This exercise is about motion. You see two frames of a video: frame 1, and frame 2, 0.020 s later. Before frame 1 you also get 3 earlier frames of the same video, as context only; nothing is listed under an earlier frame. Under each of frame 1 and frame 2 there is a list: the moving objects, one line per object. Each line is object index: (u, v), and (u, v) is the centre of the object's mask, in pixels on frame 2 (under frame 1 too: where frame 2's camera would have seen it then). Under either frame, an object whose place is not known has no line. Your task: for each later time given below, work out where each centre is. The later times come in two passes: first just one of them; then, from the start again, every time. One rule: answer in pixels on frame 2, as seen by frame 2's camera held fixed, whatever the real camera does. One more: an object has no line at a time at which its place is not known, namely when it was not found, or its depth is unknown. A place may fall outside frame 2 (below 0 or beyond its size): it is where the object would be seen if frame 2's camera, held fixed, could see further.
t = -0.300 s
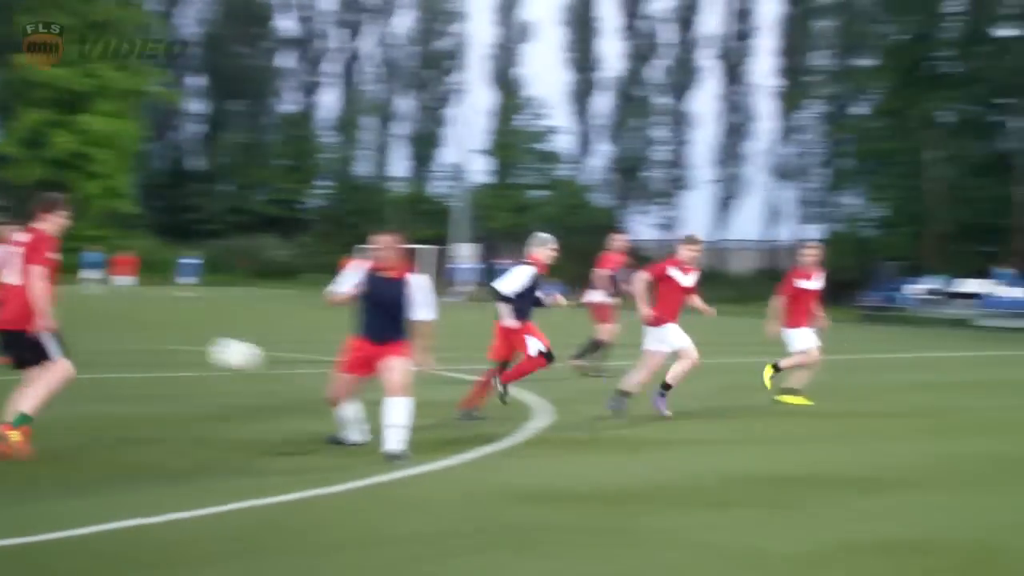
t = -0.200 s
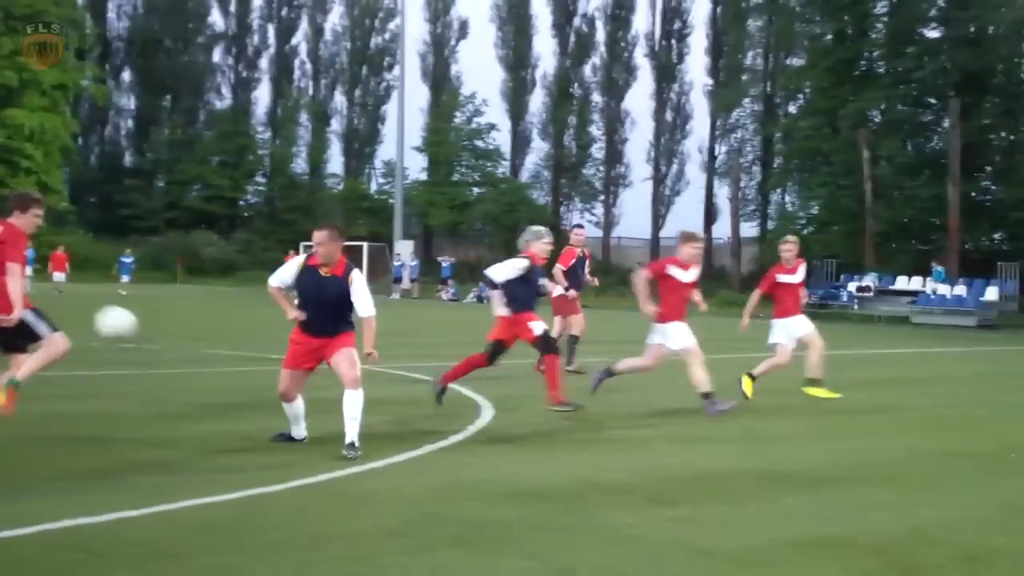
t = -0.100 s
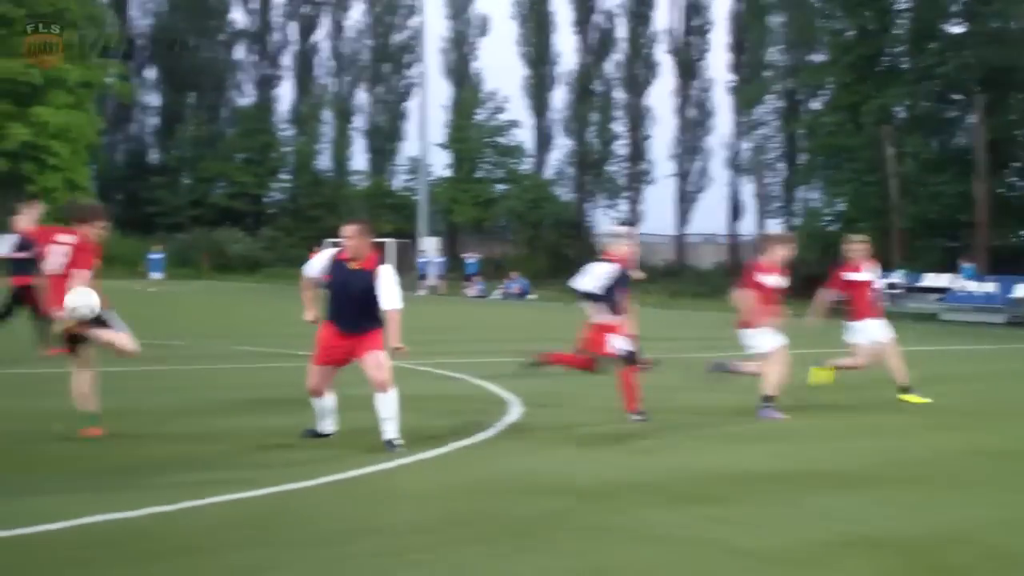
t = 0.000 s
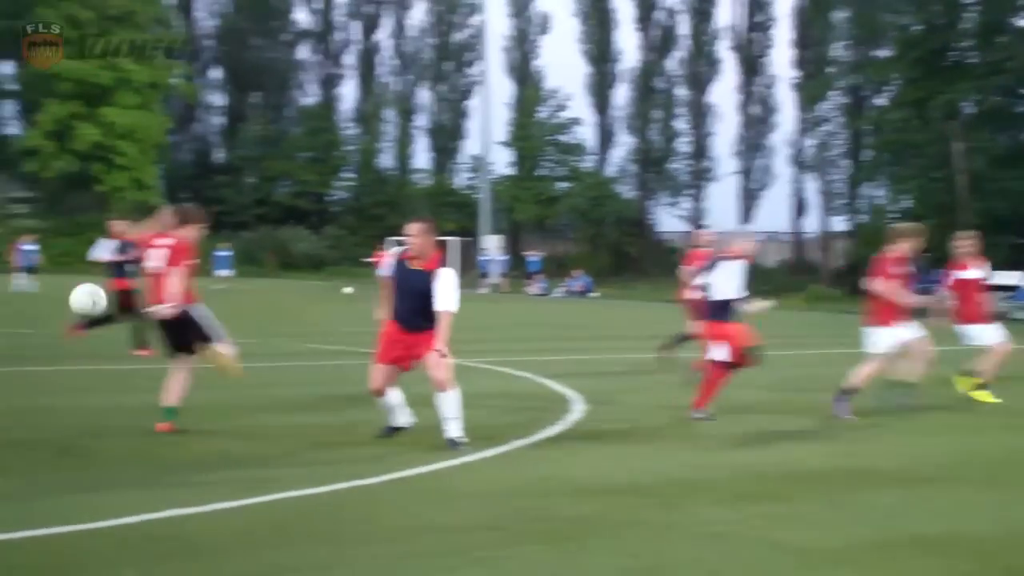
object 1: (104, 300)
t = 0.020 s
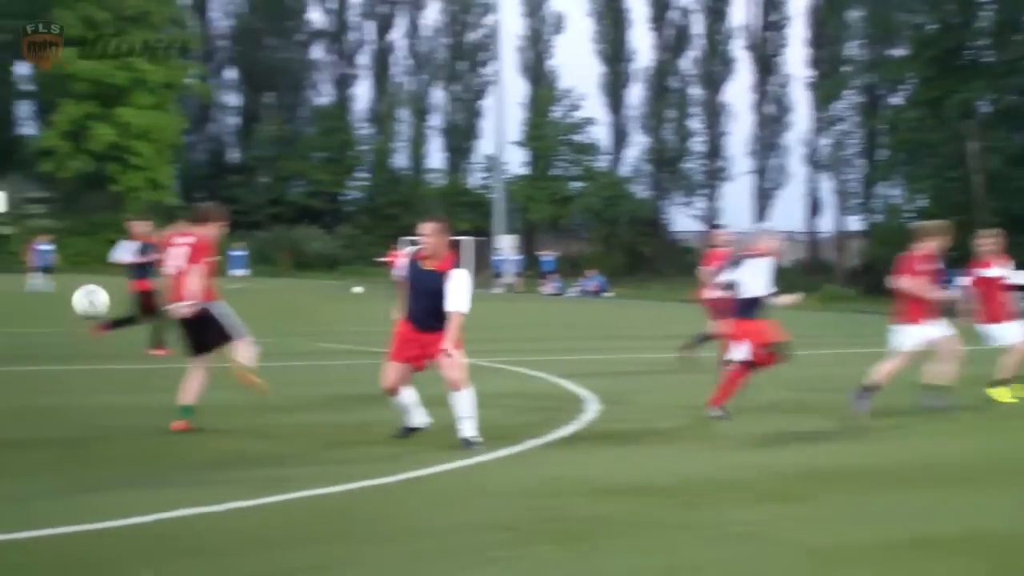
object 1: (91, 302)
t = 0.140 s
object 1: (17, 326)
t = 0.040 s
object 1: (78, 304)
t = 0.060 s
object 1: (66, 307)
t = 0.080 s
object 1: (53, 311)
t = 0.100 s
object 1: (41, 315)
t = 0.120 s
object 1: (29, 320)
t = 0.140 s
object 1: (17, 326)
